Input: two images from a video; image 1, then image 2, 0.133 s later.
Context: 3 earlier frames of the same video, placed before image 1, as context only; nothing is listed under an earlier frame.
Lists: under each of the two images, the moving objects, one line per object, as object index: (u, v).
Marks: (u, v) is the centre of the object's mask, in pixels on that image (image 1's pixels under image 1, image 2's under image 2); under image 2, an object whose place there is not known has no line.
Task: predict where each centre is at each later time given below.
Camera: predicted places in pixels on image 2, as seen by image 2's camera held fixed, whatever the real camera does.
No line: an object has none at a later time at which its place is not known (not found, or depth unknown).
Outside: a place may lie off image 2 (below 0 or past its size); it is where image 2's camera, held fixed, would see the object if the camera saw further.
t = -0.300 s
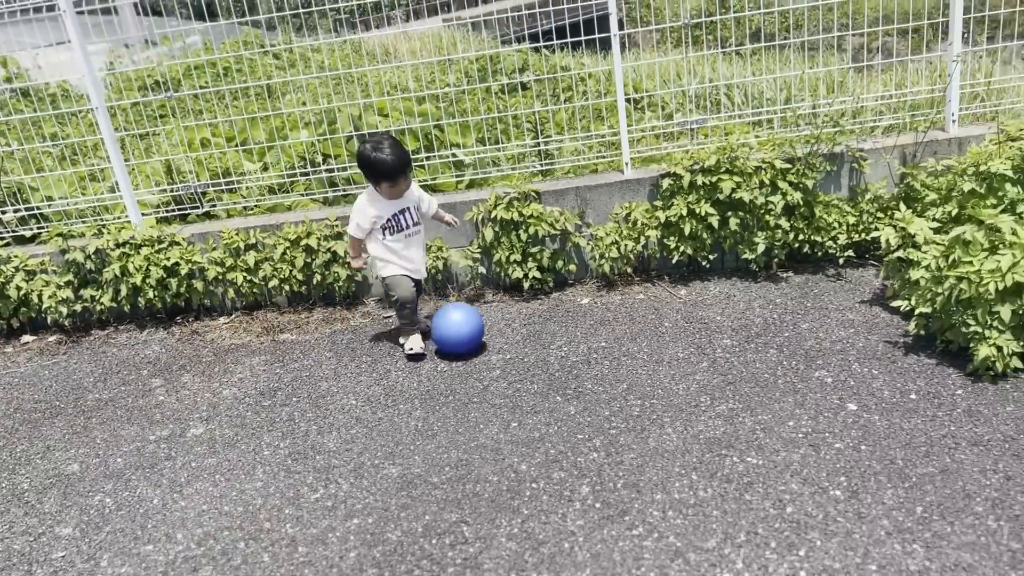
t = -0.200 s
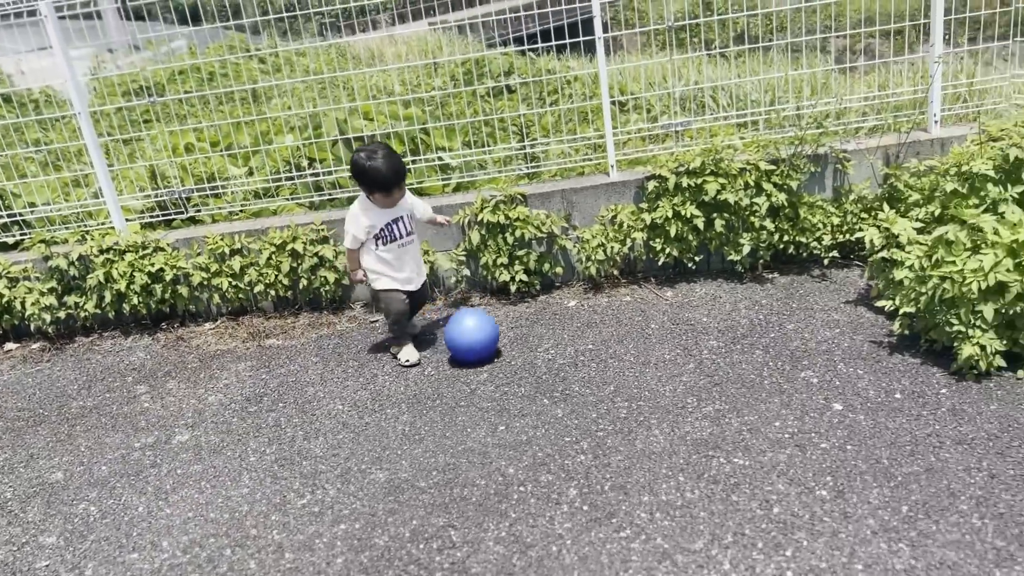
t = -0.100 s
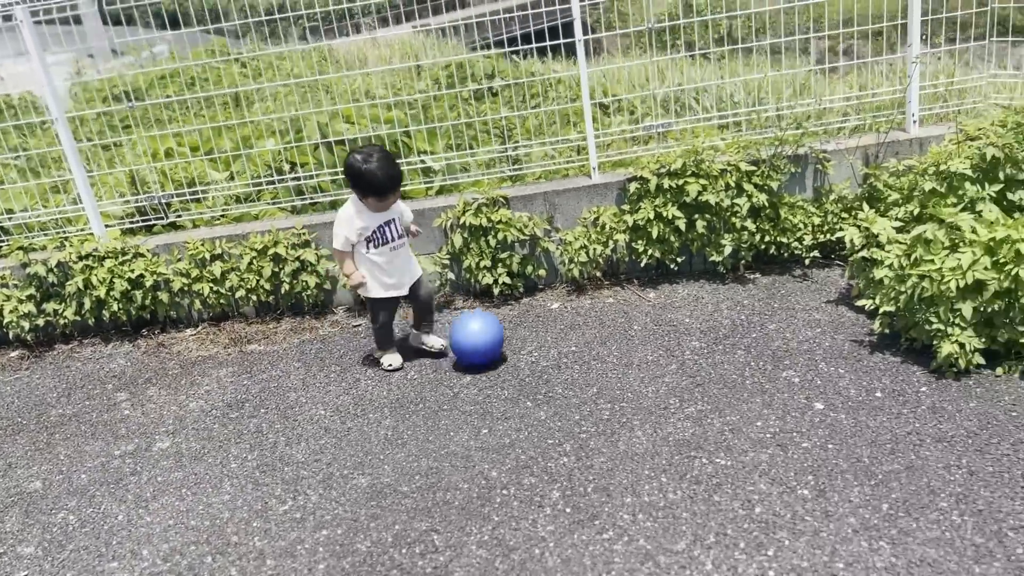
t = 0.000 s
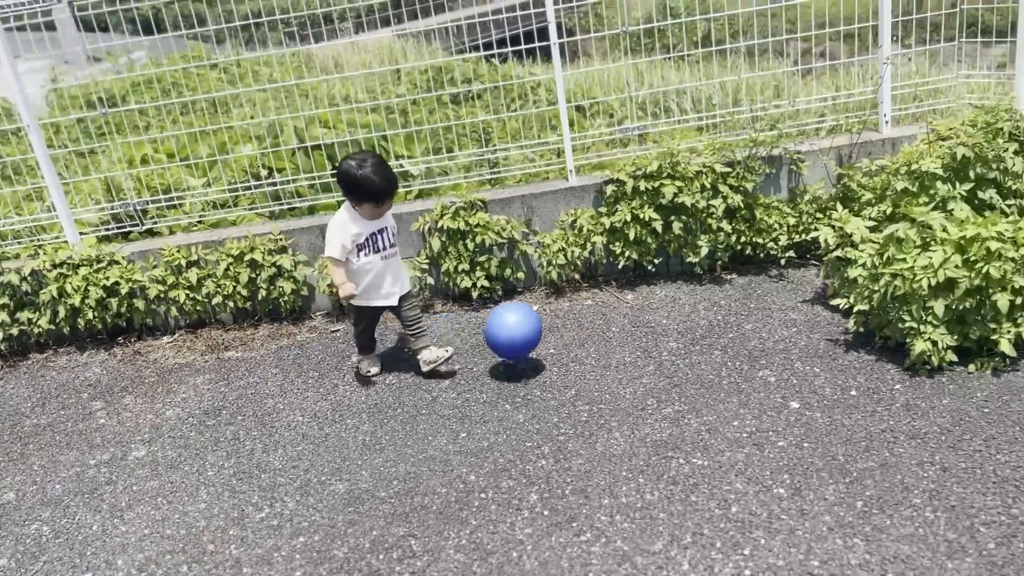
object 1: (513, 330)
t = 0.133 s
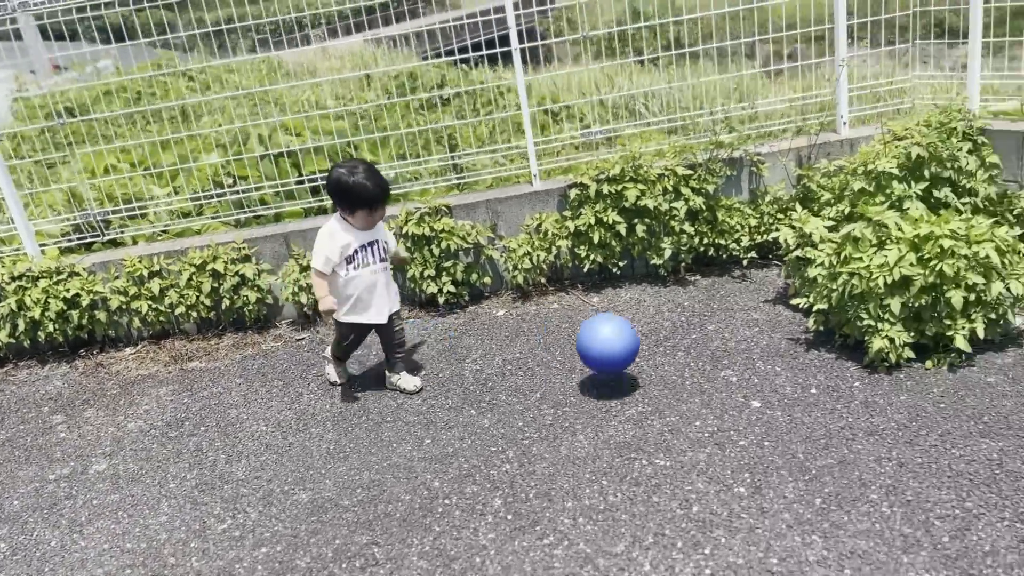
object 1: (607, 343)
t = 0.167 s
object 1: (643, 354)
